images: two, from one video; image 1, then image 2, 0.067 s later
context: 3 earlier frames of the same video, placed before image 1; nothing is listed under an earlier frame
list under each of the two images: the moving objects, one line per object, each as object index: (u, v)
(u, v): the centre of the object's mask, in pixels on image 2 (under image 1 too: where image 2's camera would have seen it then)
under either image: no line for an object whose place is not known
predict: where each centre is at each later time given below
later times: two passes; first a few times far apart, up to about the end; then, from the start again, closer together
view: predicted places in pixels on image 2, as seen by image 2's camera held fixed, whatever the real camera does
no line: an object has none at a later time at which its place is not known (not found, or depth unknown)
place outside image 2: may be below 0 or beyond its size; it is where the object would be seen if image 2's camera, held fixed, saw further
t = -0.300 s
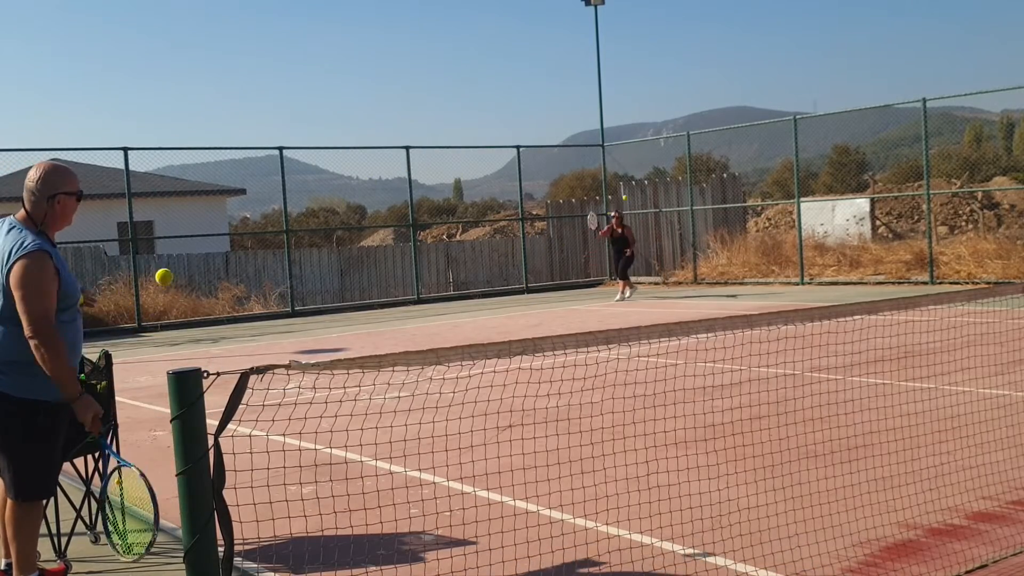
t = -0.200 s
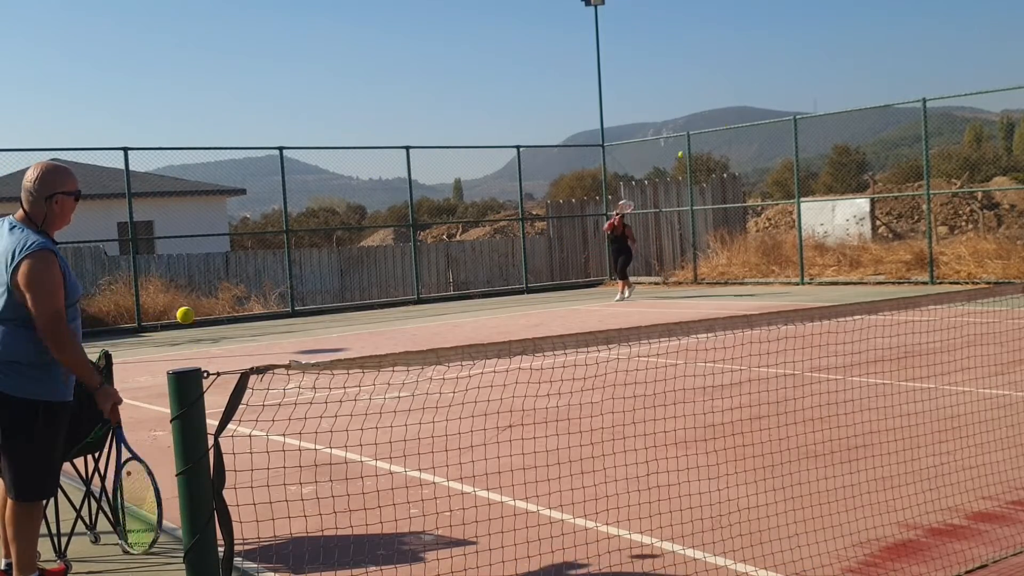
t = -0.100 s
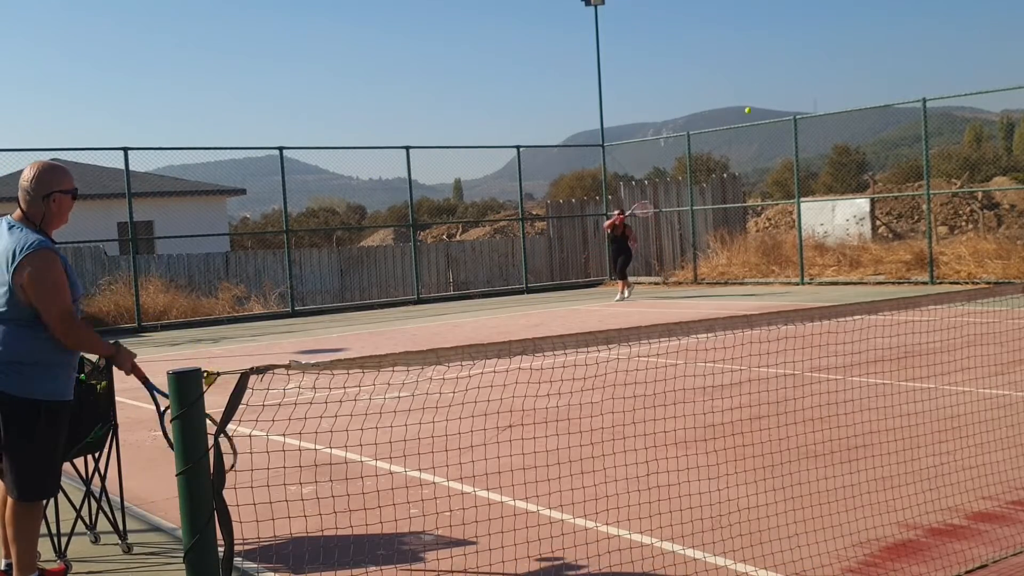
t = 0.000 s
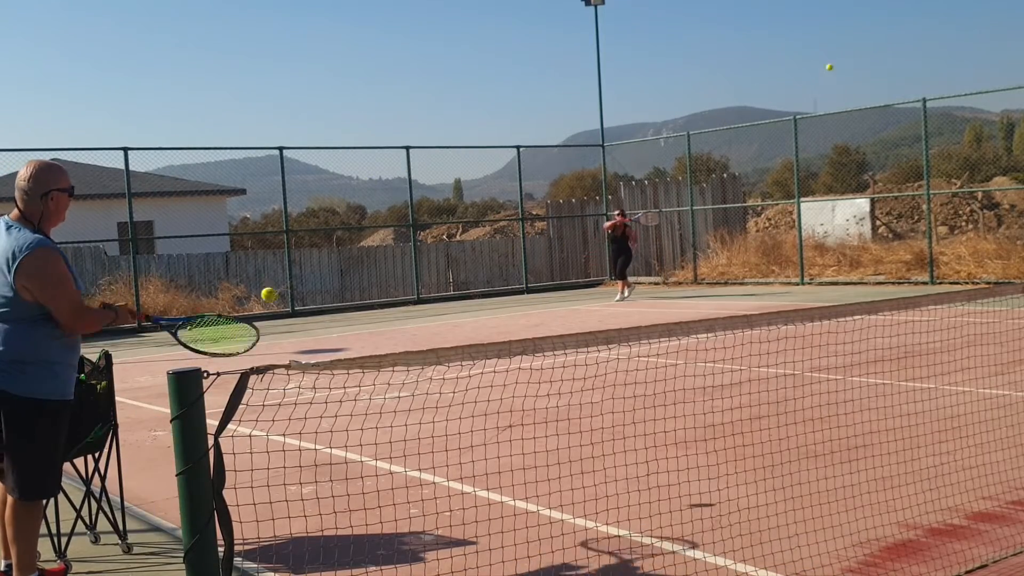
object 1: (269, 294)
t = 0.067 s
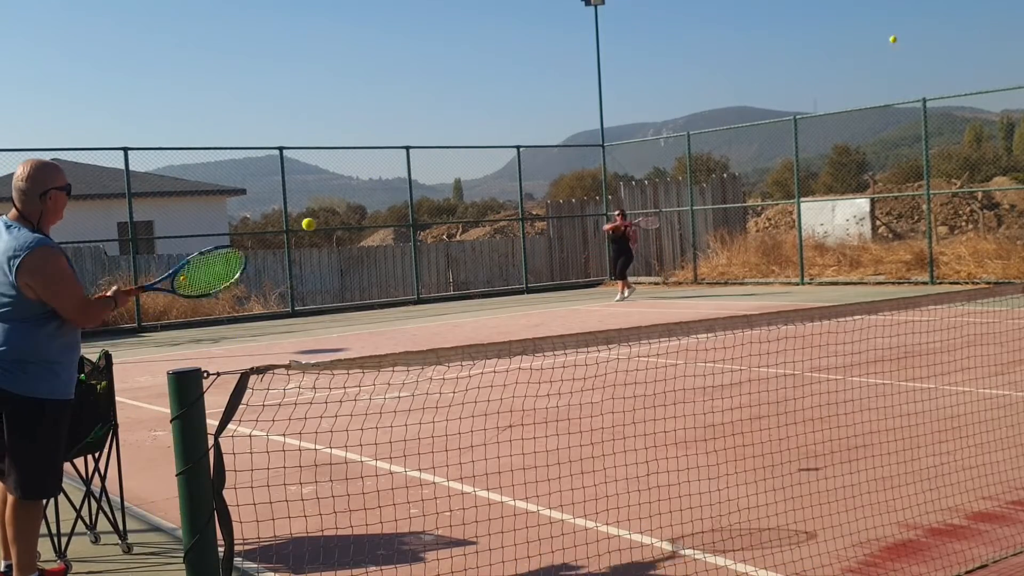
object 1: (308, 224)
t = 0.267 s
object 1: (392, 119)
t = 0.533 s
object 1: (460, 107)
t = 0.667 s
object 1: (484, 130)
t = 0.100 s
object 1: (326, 197)
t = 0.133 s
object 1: (341, 174)
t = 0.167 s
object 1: (356, 156)
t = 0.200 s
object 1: (369, 141)
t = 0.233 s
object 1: (381, 128)
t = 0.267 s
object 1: (392, 119)
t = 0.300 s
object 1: (402, 111)
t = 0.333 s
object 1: (412, 106)
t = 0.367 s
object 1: (421, 102)
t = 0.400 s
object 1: (430, 101)
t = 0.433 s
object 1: (438, 100)
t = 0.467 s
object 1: (446, 101)
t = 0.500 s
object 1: (453, 104)
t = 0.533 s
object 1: (460, 107)
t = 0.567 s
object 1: (466, 111)
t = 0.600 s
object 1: (473, 116)
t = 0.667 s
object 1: (484, 130)
